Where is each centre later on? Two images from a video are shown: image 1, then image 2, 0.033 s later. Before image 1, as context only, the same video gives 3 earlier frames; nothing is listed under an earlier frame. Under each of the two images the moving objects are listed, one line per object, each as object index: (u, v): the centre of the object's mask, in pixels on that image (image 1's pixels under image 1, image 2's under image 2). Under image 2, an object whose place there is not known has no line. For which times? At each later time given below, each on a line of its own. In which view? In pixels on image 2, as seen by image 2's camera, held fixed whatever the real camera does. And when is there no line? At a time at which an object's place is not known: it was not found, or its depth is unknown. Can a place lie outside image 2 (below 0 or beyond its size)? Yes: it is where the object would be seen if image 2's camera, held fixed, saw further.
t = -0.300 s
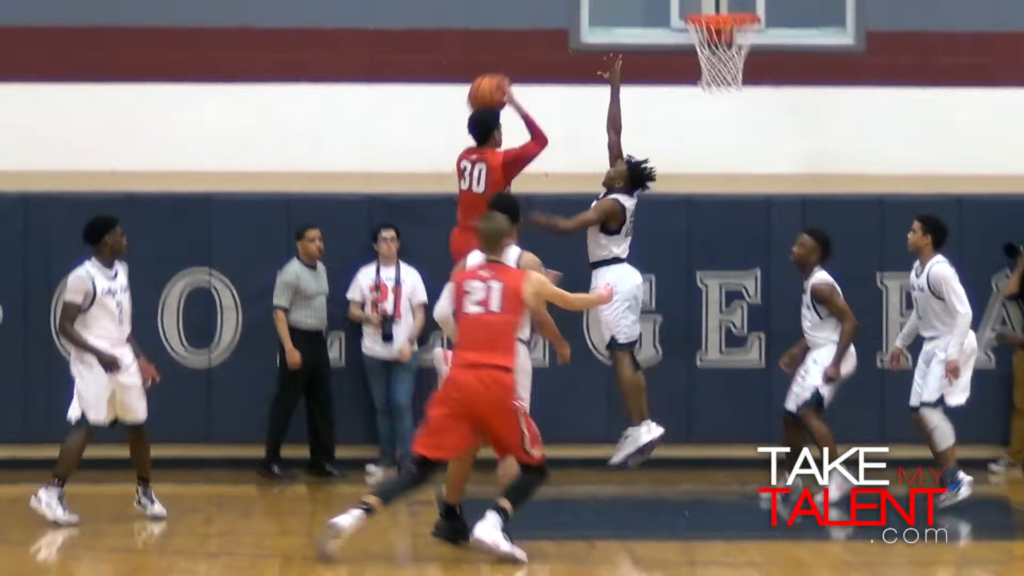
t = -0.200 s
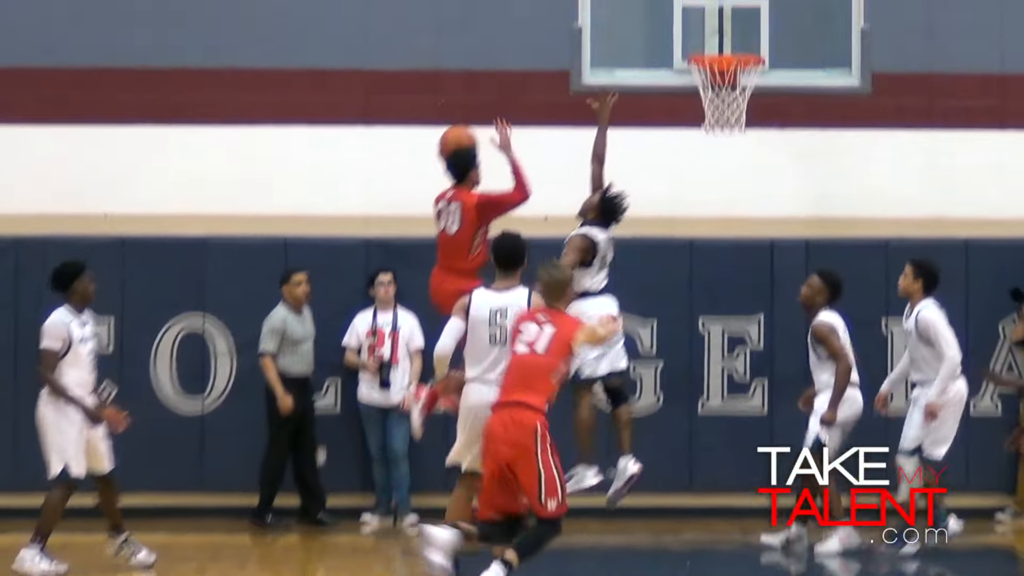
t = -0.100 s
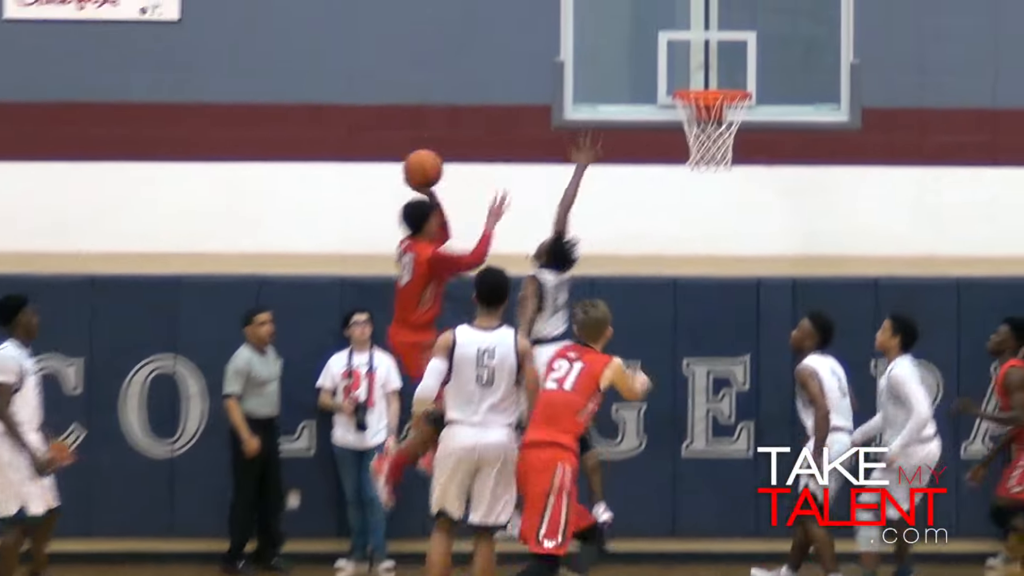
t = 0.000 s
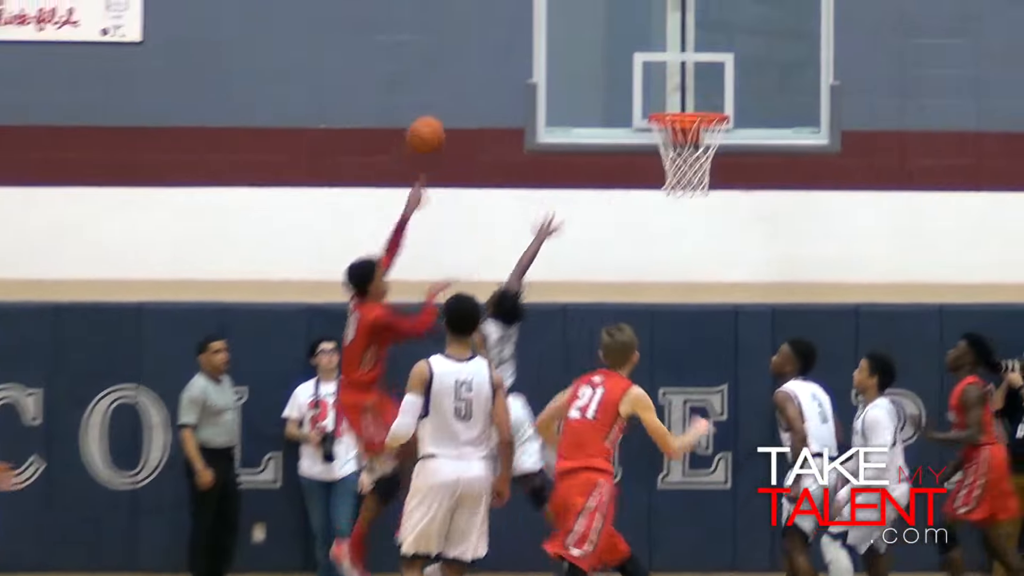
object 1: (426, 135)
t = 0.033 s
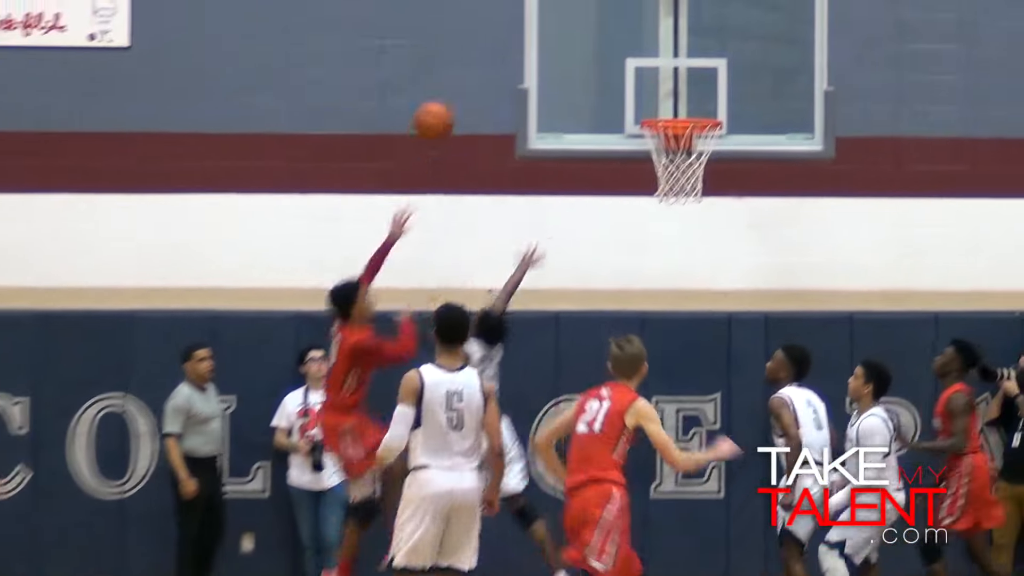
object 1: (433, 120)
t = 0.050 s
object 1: (442, 112)
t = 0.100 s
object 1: (468, 87)
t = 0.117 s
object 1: (476, 79)
